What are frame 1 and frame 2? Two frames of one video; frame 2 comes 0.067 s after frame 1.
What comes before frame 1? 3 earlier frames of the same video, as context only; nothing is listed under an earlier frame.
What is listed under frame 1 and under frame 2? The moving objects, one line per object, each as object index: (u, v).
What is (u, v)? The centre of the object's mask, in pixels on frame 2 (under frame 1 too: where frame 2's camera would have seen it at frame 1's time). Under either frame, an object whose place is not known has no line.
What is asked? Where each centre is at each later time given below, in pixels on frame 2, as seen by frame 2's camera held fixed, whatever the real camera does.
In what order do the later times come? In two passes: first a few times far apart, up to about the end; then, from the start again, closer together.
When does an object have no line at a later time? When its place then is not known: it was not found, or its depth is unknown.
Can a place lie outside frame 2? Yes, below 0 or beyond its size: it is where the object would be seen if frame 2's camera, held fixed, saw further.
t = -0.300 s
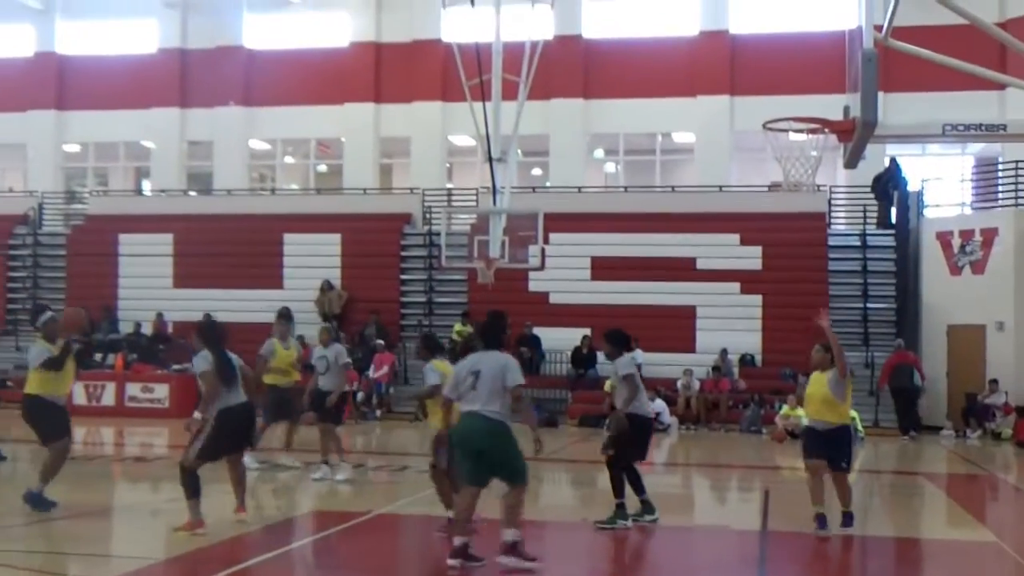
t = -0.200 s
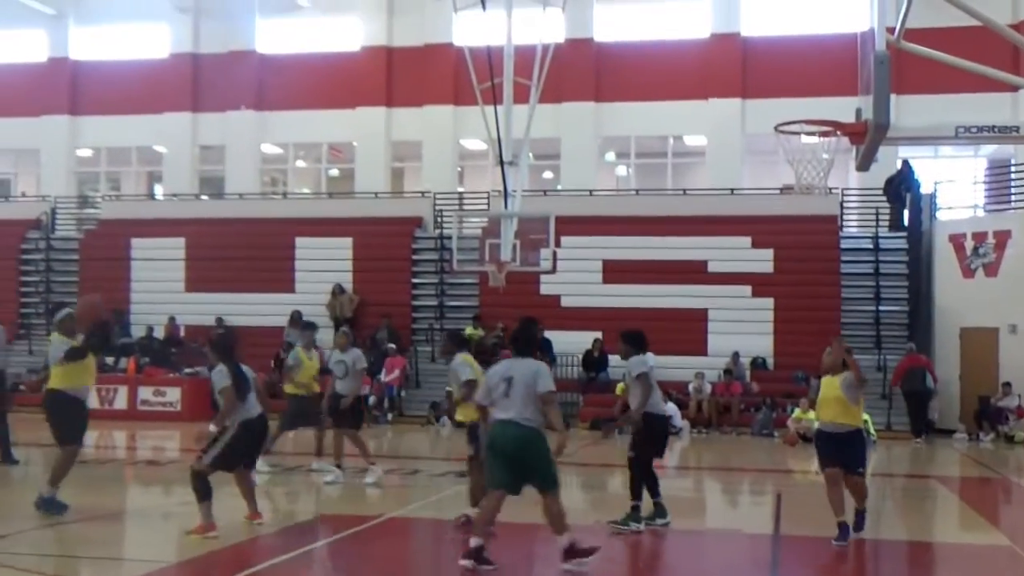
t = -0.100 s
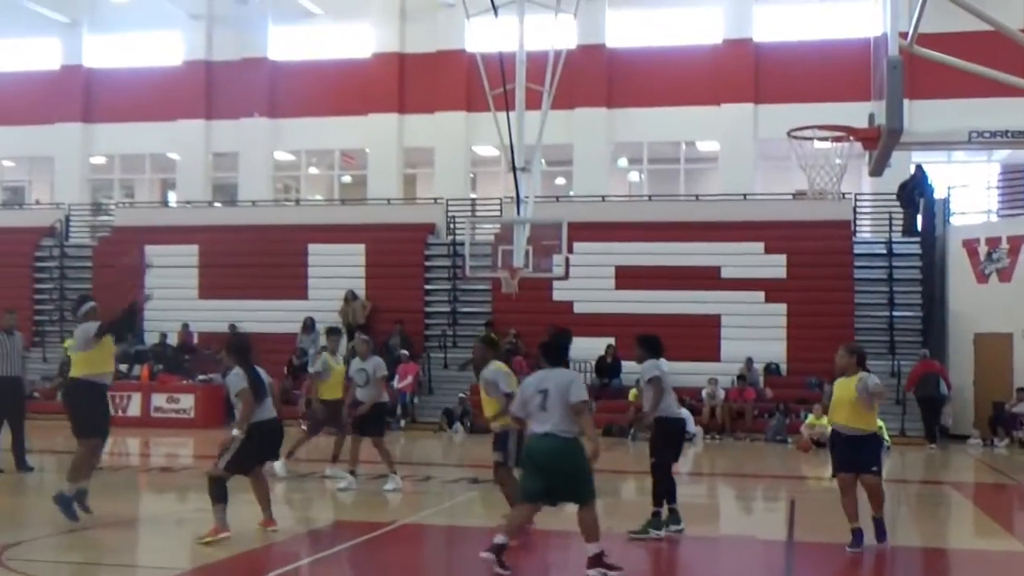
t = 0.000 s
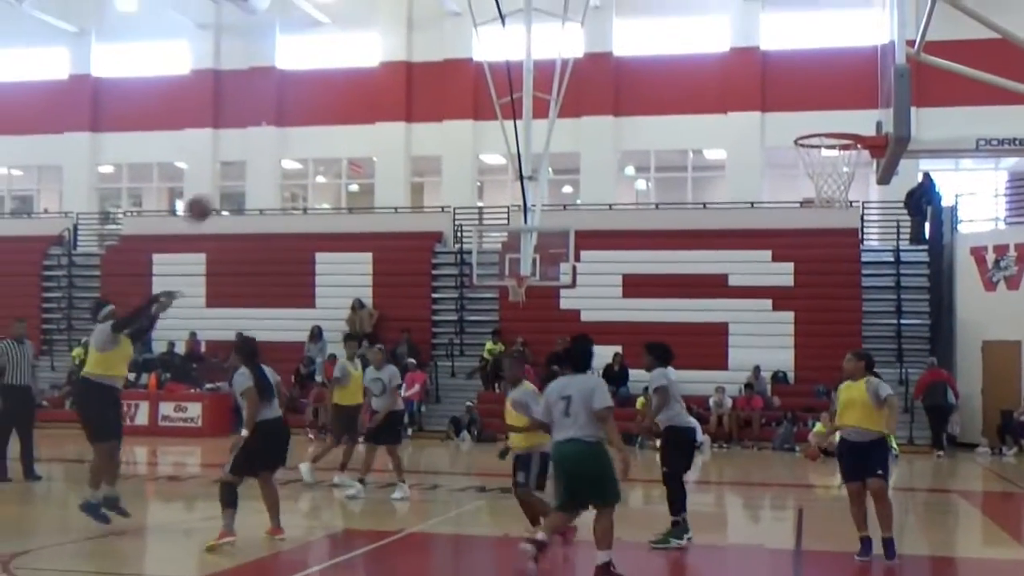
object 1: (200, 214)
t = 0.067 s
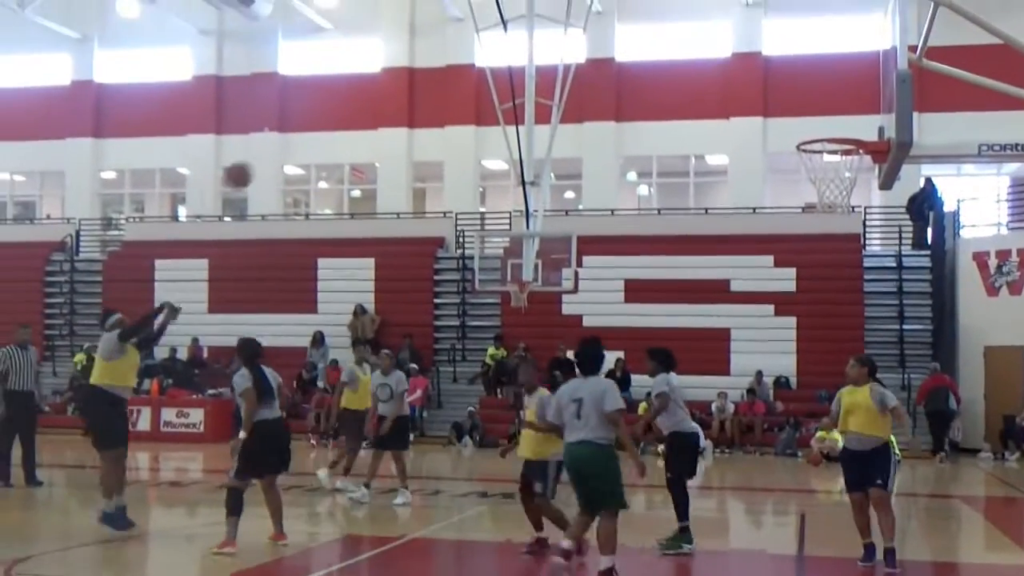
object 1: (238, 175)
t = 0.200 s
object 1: (316, 112)
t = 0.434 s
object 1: (456, 41)
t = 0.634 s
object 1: (588, 30)
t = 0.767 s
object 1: (677, 55)
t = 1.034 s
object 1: (853, 160)
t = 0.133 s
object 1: (275, 141)
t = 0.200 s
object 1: (316, 112)
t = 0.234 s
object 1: (335, 102)
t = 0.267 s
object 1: (356, 86)
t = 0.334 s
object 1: (396, 64)
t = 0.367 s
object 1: (415, 54)
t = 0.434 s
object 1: (456, 41)
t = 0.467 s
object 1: (475, 36)
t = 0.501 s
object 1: (498, 31)
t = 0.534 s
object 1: (521, 29)
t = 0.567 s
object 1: (540, 27)
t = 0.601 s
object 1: (564, 27)
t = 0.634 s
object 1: (588, 30)
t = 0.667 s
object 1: (606, 35)
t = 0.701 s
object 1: (631, 38)
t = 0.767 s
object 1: (677, 55)
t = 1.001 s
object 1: (842, 148)
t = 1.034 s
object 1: (853, 160)
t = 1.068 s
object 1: (856, 168)
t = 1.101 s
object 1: (855, 180)
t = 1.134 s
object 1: (850, 186)
